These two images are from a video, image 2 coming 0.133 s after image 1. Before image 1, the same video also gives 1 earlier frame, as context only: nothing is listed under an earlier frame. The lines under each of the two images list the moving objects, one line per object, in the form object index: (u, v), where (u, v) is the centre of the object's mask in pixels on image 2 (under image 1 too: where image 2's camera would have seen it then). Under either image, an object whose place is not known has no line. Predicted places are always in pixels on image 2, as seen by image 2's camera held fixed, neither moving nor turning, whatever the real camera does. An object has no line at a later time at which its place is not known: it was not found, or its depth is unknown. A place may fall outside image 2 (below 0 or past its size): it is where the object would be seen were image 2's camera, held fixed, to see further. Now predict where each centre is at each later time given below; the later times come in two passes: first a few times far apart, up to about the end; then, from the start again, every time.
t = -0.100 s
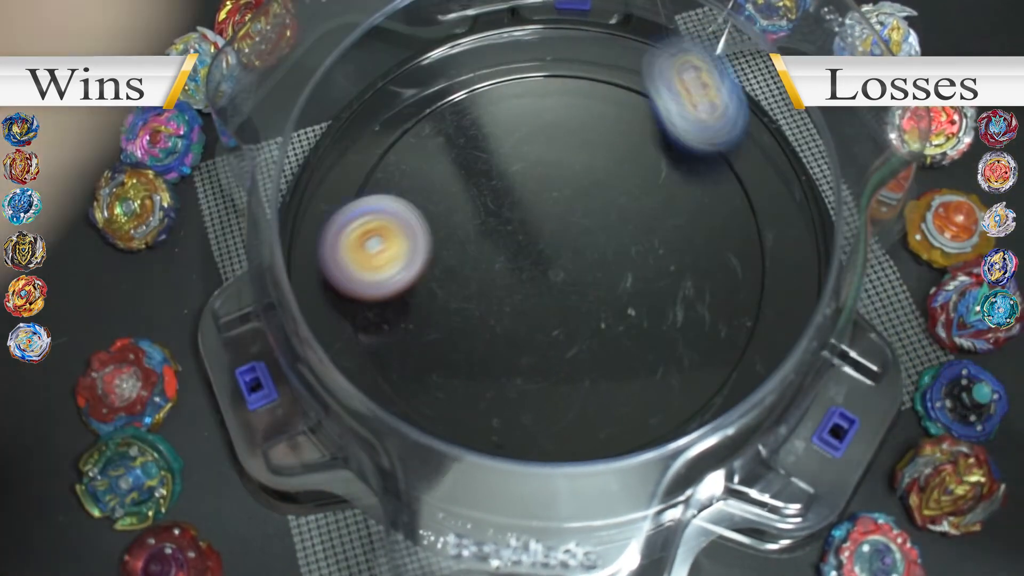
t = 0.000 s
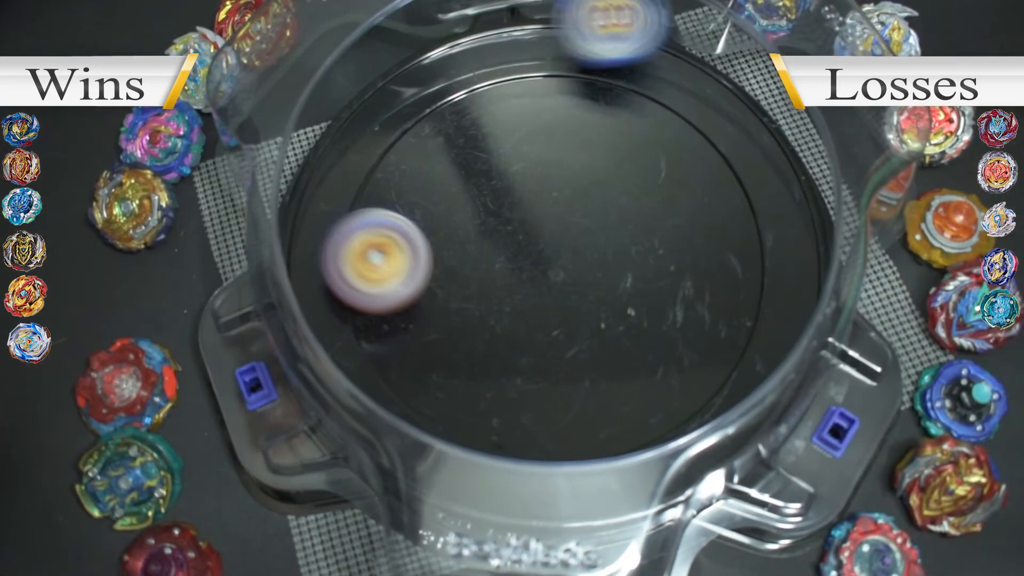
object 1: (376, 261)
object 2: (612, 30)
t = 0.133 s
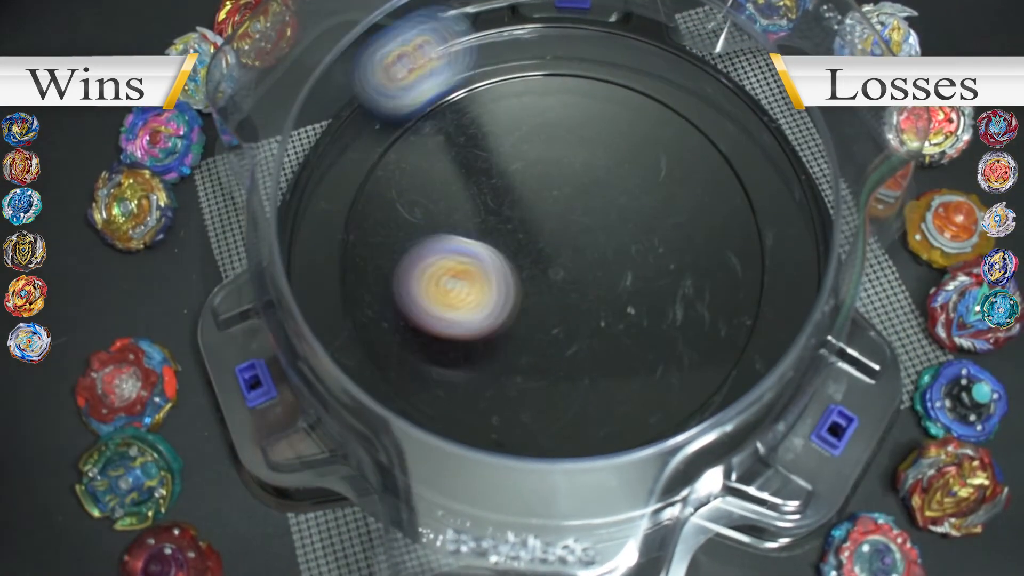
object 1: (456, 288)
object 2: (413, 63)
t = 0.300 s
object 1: (591, 291)
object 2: (368, 315)
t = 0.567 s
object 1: (658, 220)
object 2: (758, 253)
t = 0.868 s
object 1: (404, 164)
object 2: (546, 137)
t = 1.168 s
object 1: (486, 306)
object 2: (749, 277)
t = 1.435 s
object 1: (615, 344)
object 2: (588, 174)
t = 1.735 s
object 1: (653, 358)
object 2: (508, 312)
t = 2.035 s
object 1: (722, 228)
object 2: (477, 301)
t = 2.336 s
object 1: (547, 187)
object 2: (446, 229)
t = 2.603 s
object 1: (561, 265)
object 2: (488, 362)
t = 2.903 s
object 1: (674, 142)
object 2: (582, 293)
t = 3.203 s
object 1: (564, 164)
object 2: (423, 311)
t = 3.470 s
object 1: (549, 167)
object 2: (560, 349)
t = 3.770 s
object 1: (562, 143)
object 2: (561, 272)
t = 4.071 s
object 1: (584, 195)
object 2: (461, 404)
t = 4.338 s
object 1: (623, 246)
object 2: (564, 359)
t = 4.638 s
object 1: (651, 234)
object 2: (412, 248)
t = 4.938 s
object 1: (599, 252)
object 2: (449, 281)
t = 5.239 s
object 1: (614, 297)
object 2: (403, 177)
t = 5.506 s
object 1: (589, 310)
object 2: (464, 227)
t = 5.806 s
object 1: (551, 303)
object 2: (621, 134)
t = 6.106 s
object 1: (529, 285)
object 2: (572, 164)
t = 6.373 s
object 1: (467, 290)
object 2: (670, 294)
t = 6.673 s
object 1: (483, 273)
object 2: (715, 290)
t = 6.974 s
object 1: (457, 129)
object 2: (664, 395)
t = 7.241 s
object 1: (401, 86)
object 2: (642, 423)
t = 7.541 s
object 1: (531, 260)
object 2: (521, 360)
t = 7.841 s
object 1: (717, 106)
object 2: (414, 280)
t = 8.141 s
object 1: (473, 151)
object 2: (410, 256)
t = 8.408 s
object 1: (495, 231)
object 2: (448, 331)
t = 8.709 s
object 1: (533, 264)
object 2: (542, 365)
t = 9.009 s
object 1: (550, 263)
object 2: (633, 340)
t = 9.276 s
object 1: (553, 259)
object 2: (665, 274)
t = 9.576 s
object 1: (513, 225)
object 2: (699, 242)
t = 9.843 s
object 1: (531, 229)
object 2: (623, 248)
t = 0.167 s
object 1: (484, 293)
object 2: (380, 95)
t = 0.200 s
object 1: (513, 297)
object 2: (357, 139)
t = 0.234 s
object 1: (540, 298)
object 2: (343, 193)
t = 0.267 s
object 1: (566, 296)
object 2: (344, 254)
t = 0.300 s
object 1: (591, 291)
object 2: (368, 315)
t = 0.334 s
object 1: (612, 285)
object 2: (409, 364)
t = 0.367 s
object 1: (631, 277)
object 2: (465, 399)
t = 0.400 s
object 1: (646, 268)
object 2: (526, 418)
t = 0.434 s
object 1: (656, 258)
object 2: (592, 420)
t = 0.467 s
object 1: (662, 248)
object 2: (657, 402)
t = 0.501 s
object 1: (664, 238)
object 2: (710, 366)
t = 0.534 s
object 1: (663, 229)
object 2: (745, 313)
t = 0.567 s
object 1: (658, 220)
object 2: (758, 253)
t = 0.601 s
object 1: (638, 207)
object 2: (756, 195)
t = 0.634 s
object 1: (600, 192)
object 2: (759, 152)
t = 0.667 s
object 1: (559, 176)
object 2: (754, 114)
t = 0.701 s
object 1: (522, 164)
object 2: (731, 80)
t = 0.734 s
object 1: (489, 156)
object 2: (685, 65)
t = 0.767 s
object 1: (460, 151)
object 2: (645, 66)
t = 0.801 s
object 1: (436, 151)
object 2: (613, 76)
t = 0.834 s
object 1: (418, 155)
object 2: (580, 100)
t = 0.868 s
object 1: (404, 164)
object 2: (546, 137)
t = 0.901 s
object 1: (396, 177)
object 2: (530, 183)
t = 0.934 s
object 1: (393, 193)
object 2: (530, 229)
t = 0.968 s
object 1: (395, 212)
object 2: (547, 274)
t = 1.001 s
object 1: (403, 232)
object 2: (580, 312)
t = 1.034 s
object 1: (413, 251)
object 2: (624, 338)
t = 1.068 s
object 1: (427, 268)
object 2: (672, 348)
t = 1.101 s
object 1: (445, 284)
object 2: (719, 342)
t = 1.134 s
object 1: (465, 297)
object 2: (742, 312)
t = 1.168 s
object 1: (486, 306)
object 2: (749, 277)
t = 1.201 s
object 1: (507, 313)
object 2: (746, 242)
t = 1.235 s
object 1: (528, 316)
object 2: (737, 214)
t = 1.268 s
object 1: (550, 317)
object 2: (719, 196)
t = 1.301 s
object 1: (571, 314)
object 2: (690, 186)
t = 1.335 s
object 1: (590, 308)
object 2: (659, 188)
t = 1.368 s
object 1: (607, 304)
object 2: (627, 200)
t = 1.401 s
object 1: (613, 322)
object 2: (609, 190)
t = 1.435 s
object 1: (615, 344)
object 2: (588, 174)
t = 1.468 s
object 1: (616, 362)
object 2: (560, 166)
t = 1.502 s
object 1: (615, 375)
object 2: (529, 170)
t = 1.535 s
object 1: (615, 384)
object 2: (502, 183)
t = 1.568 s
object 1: (615, 387)
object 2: (481, 207)
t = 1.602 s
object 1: (615, 386)
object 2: (472, 236)
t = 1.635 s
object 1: (615, 380)
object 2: (476, 267)
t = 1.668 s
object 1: (616, 370)
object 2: (492, 296)
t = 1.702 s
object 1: (623, 360)
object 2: (511, 314)
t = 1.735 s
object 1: (653, 358)
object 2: (508, 312)
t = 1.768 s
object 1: (681, 354)
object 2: (499, 306)
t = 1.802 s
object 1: (707, 346)
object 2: (489, 303)
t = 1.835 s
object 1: (725, 333)
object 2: (479, 301)
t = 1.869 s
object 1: (739, 316)
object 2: (471, 303)
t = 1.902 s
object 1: (745, 299)
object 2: (467, 304)
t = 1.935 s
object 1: (746, 279)
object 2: (466, 306)
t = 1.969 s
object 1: (743, 261)
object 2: (467, 306)
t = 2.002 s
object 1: (734, 243)
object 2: (472, 305)
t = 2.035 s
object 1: (722, 228)
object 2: (477, 301)
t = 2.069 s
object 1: (707, 215)
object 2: (483, 294)
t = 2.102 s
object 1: (689, 203)
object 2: (488, 285)
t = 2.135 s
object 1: (670, 194)
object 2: (490, 273)
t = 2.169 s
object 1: (648, 187)
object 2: (490, 260)
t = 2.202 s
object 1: (627, 182)
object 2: (486, 247)
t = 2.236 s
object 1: (602, 179)
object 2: (479, 237)
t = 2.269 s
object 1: (581, 180)
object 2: (470, 229)
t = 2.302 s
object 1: (560, 183)
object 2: (462, 226)
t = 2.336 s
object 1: (547, 187)
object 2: (446, 229)
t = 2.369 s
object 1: (550, 190)
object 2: (418, 240)
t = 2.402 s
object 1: (553, 196)
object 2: (398, 258)
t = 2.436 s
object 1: (556, 204)
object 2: (386, 282)
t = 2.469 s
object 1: (558, 214)
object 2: (387, 308)
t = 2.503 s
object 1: (558, 227)
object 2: (399, 333)
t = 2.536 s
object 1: (558, 239)
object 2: (423, 352)
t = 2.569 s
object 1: (560, 252)
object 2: (453, 362)
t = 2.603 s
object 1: (561, 265)
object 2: (488, 362)
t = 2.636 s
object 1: (573, 268)
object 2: (514, 358)
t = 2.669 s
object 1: (598, 249)
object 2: (520, 367)
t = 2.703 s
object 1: (625, 227)
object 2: (533, 377)
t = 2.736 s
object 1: (646, 207)
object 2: (552, 380)
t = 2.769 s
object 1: (662, 188)
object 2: (572, 373)
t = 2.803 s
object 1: (672, 173)
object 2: (586, 357)
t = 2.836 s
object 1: (678, 161)
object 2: (593, 337)
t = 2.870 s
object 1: (677, 151)
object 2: (592, 314)
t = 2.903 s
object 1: (674, 142)
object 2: (582, 293)
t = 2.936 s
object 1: (667, 136)
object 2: (567, 274)
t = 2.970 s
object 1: (657, 131)
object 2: (545, 258)
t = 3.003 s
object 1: (645, 129)
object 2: (521, 249)
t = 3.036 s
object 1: (633, 129)
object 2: (495, 245)
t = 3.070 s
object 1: (619, 131)
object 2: (469, 248)
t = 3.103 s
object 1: (606, 136)
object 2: (448, 256)
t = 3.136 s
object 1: (591, 144)
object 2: (431, 271)
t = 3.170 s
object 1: (577, 153)
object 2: (422, 290)
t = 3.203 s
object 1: (564, 164)
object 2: (423, 311)
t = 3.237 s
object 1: (551, 177)
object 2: (436, 330)
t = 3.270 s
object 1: (542, 190)
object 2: (457, 342)
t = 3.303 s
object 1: (534, 203)
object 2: (480, 346)
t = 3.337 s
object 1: (530, 215)
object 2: (509, 340)
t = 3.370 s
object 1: (527, 226)
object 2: (532, 328)
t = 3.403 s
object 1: (531, 220)
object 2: (546, 329)
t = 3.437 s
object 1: (540, 192)
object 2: (553, 341)
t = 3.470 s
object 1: (549, 167)
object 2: (560, 349)
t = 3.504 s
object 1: (557, 147)
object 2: (570, 353)
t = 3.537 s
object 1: (563, 130)
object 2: (583, 352)
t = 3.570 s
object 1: (568, 120)
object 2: (593, 346)
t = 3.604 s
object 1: (572, 114)
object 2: (598, 337)
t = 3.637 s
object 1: (573, 113)
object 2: (600, 324)
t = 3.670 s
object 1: (572, 115)
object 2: (597, 310)
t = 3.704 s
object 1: (570, 122)
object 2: (590, 295)
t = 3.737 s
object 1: (567, 132)
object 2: (576, 283)
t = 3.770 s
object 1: (562, 143)
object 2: (561, 272)
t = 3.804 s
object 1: (557, 157)
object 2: (544, 265)
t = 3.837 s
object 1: (552, 170)
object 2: (525, 263)
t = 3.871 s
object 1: (553, 176)
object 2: (497, 277)
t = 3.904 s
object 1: (559, 176)
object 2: (474, 300)
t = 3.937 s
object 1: (563, 178)
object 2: (459, 325)
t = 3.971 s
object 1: (568, 180)
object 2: (448, 353)
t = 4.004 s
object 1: (572, 184)
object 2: (443, 377)
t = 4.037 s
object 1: (578, 189)
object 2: (444, 396)
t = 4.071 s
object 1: (584, 195)
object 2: (461, 404)
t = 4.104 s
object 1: (591, 201)
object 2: (479, 408)
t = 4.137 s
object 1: (597, 208)
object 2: (491, 416)
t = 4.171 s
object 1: (603, 215)
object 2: (510, 418)
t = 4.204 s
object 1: (608, 221)
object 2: (533, 414)
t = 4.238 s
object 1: (613, 228)
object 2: (547, 408)
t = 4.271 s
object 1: (616, 234)
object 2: (557, 396)
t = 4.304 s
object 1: (620, 240)
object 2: (562, 379)
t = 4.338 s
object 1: (623, 246)
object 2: (564, 359)
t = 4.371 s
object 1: (625, 251)
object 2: (560, 338)
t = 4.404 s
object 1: (633, 252)
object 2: (549, 318)
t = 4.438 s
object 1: (643, 249)
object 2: (532, 302)
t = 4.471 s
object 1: (651, 245)
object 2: (513, 287)
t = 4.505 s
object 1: (655, 242)
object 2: (492, 274)
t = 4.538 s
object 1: (656, 239)
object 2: (473, 264)
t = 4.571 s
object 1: (655, 236)
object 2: (453, 256)
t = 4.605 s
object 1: (653, 235)
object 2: (432, 251)
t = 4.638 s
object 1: (651, 234)
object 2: (412, 248)
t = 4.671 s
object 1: (648, 232)
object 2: (396, 249)
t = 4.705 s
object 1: (644, 232)
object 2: (382, 254)
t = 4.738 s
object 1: (638, 233)
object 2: (374, 261)
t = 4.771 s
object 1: (633, 234)
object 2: (373, 269)
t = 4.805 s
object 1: (626, 237)
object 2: (377, 276)
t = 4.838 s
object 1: (620, 240)
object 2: (389, 282)
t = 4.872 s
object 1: (612, 244)
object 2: (405, 286)
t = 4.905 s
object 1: (606, 247)
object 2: (427, 285)
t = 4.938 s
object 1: (599, 252)
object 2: (449, 281)
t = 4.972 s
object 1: (592, 257)
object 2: (469, 272)
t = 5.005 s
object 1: (590, 263)
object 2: (482, 259)
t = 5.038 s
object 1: (601, 269)
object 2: (477, 242)
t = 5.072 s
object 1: (611, 277)
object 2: (470, 225)
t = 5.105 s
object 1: (615, 282)
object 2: (461, 211)
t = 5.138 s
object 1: (617, 287)
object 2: (447, 198)
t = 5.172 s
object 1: (617, 291)
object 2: (431, 187)
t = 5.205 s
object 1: (616, 294)
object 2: (417, 180)
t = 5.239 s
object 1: (614, 297)
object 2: (403, 177)
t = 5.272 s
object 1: (612, 300)
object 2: (391, 178)
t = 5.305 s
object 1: (609, 302)
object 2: (384, 183)
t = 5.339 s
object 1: (606, 304)
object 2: (384, 191)
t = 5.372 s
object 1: (604, 305)
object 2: (390, 201)
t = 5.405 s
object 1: (600, 307)
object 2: (402, 211)
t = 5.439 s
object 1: (596, 308)
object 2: (418, 219)
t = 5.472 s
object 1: (592, 309)
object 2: (440, 224)
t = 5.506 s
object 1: (589, 310)
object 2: (464, 227)
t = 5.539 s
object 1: (585, 310)
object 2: (487, 225)
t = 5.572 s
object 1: (580, 310)
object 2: (509, 221)
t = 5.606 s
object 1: (576, 310)
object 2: (531, 213)
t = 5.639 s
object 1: (572, 309)
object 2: (551, 204)
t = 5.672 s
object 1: (567, 309)
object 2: (570, 193)
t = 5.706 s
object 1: (563, 308)
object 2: (588, 179)
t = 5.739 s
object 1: (559, 306)
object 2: (602, 165)
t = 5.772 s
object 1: (555, 305)
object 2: (614, 151)
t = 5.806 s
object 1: (551, 303)
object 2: (621, 134)
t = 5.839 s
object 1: (547, 301)
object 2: (625, 120)
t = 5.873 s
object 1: (544, 299)
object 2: (624, 107)
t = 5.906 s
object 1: (541, 297)
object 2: (618, 99)
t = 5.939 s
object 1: (538, 295)
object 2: (607, 96)
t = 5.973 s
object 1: (535, 292)
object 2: (596, 99)
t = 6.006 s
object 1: (533, 290)
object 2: (586, 108)
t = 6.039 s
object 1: (531, 288)
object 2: (578, 124)
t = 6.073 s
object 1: (530, 286)
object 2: (574, 144)
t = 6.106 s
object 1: (529, 285)
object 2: (572, 164)
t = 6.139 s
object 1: (526, 284)
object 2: (575, 187)
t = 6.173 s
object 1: (521, 284)
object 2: (582, 206)
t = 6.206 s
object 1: (509, 287)
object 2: (594, 225)
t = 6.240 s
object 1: (498, 288)
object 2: (608, 241)
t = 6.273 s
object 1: (487, 289)
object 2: (622, 256)
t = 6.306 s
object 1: (479, 290)
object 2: (638, 271)
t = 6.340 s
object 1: (472, 290)
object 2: (654, 283)
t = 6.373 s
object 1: (467, 290)
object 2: (670, 294)
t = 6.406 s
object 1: (464, 289)
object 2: (687, 304)
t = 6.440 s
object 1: (462, 288)
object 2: (702, 310)
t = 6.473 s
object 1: (461, 287)
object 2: (716, 313)
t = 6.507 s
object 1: (462, 286)
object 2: (729, 313)
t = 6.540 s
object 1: (464, 284)
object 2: (737, 311)
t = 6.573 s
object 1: (468, 282)
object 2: (739, 307)
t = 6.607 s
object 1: (472, 280)
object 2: (737, 301)
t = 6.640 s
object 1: (477, 277)
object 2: (729, 296)
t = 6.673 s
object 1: (483, 273)
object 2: (715, 290)
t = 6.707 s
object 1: (489, 270)
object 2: (698, 287)
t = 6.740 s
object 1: (496, 266)
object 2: (679, 285)
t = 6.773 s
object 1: (502, 261)
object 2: (656, 286)
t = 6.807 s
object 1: (509, 256)
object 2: (634, 289)
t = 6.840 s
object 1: (515, 251)
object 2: (612, 293)
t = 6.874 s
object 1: (506, 228)
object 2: (613, 321)
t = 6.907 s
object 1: (488, 193)
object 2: (634, 359)
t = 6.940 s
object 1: (471, 158)
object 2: (653, 383)
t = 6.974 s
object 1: (457, 129)
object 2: (664, 395)
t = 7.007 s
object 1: (442, 103)
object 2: (672, 394)
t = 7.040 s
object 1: (431, 82)
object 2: (681, 393)
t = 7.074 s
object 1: (423, 68)
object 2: (688, 395)
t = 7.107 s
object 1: (416, 58)
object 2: (694, 409)
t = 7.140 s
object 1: (409, 60)
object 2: (691, 421)
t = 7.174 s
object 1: (404, 66)
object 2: (682, 433)
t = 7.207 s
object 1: (401, 75)
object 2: (667, 436)
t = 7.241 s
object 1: (401, 86)
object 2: (642, 423)
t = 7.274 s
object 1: (404, 99)
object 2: (626, 424)
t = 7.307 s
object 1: (410, 114)
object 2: (611, 423)
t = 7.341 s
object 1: (418, 131)
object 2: (598, 422)
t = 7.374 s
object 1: (432, 153)
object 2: (587, 416)
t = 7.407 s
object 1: (446, 176)
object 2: (576, 409)
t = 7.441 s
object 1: (465, 197)
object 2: (563, 399)
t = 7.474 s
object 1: (486, 221)
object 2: (549, 385)
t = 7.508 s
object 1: (505, 241)
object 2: (536, 373)
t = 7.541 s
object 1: (531, 260)
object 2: (521, 360)
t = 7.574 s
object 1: (570, 260)
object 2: (494, 352)
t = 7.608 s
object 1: (613, 245)
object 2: (470, 346)
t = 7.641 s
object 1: (657, 223)
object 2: (455, 338)
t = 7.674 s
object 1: (694, 200)
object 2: (445, 331)
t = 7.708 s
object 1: (724, 172)
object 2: (434, 324)
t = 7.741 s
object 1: (735, 146)
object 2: (424, 314)
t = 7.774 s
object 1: (742, 127)
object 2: (419, 304)
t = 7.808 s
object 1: (737, 114)
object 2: (415, 292)
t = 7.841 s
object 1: (717, 106)
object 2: (414, 280)
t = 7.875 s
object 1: (690, 108)
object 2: (415, 270)
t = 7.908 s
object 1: (658, 113)
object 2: (419, 259)
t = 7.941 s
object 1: (620, 119)
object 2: (424, 247)
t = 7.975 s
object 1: (577, 126)
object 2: (432, 239)
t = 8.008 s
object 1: (527, 145)
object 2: (442, 231)
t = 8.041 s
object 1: (497, 153)
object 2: (438, 232)
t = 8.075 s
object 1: (483, 151)
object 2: (421, 243)
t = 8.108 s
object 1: (477, 149)
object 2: (410, 254)
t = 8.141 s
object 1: (473, 151)
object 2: (410, 256)
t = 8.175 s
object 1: (470, 159)
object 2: (415, 262)
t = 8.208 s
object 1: (470, 168)
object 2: (419, 276)
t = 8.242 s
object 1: (471, 179)
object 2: (419, 288)
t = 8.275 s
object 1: (472, 190)
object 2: (420, 296)
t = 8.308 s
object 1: (477, 201)
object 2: (426, 302)
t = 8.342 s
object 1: (483, 213)
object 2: (434, 312)
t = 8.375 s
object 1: (488, 222)
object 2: (442, 323)
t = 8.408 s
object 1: (495, 231)
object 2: (448, 331)
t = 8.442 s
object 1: (502, 240)
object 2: (455, 335)
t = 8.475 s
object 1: (507, 245)
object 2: (466, 339)
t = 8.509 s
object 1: (514, 251)
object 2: (479, 346)
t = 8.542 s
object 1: (519, 256)
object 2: (489, 353)
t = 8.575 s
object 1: (522, 258)
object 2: (497, 358)
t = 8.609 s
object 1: (526, 261)
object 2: (505, 359)
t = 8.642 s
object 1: (529, 262)
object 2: (516, 359)
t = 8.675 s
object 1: (530, 263)
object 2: (530, 362)
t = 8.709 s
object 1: (533, 264)
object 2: (542, 365)
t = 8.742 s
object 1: (536, 264)
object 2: (552, 368)
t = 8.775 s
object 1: (537, 265)
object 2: (560, 367)
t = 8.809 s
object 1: (540, 265)
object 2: (571, 364)
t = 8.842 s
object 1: (542, 264)
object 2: (585, 362)
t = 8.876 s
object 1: (543, 264)
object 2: (597, 361)
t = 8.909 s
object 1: (545, 264)
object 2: (607, 359)
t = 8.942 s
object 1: (547, 263)
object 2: (614, 355)
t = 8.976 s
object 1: (548, 263)
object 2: (624, 347)
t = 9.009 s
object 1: (550, 263)
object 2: (633, 340)
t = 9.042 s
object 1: (552, 262)
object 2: (640, 333)
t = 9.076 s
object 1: (552, 262)
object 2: (644, 326)
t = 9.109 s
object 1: (553, 262)
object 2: (648, 316)
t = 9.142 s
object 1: (554, 261)
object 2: (652, 306)
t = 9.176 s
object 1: (554, 261)
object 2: (657, 297)
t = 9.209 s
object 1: (555, 261)
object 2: (659, 289)
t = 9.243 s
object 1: (555, 260)
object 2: (659, 281)
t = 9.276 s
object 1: (553, 259)
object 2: (665, 274)
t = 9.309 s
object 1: (541, 249)
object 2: (680, 272)
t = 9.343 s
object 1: (527, 241)
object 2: (695, 263)
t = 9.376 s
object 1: (518, 234)
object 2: (704, 263)
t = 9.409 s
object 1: (512, 229)
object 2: (706, 264)
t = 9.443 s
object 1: (510, 226)
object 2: (702, 263)
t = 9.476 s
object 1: (510, 224)
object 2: (697, 258)
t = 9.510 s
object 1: (511, 224)
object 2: (695, 251)
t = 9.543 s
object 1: (512, 224)
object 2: (696, 244)
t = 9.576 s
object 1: (513, 225)
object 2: (699, 242)
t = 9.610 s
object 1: (514, 225)
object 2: (697, 242)
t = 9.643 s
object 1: (516, 227)
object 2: (693, 243)
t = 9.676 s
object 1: (518, 228)
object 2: (686, 240)
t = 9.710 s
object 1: (521, 230)
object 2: (676, 238)
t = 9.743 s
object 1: (523, 231)
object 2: (663, 236)
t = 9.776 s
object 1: (527, 233)
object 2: (651, 235)
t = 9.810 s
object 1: (532, 234)
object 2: (635, 236)
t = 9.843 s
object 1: (531, 229)
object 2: (623, 248)
